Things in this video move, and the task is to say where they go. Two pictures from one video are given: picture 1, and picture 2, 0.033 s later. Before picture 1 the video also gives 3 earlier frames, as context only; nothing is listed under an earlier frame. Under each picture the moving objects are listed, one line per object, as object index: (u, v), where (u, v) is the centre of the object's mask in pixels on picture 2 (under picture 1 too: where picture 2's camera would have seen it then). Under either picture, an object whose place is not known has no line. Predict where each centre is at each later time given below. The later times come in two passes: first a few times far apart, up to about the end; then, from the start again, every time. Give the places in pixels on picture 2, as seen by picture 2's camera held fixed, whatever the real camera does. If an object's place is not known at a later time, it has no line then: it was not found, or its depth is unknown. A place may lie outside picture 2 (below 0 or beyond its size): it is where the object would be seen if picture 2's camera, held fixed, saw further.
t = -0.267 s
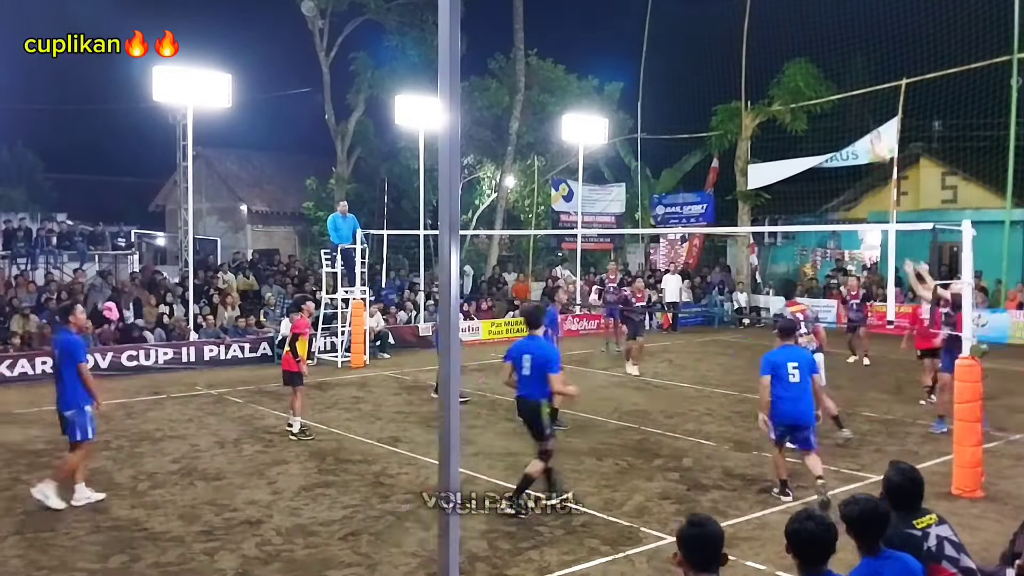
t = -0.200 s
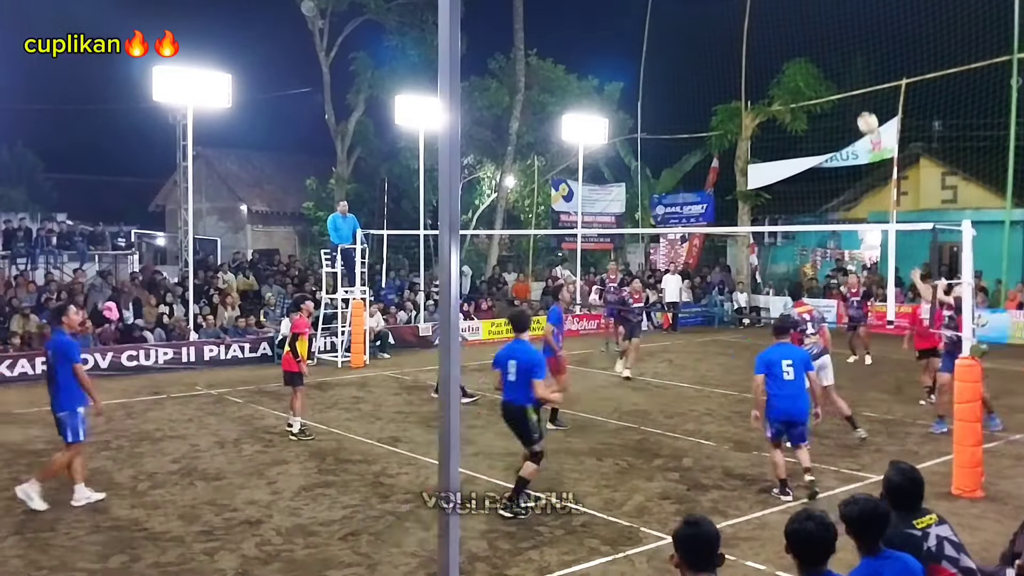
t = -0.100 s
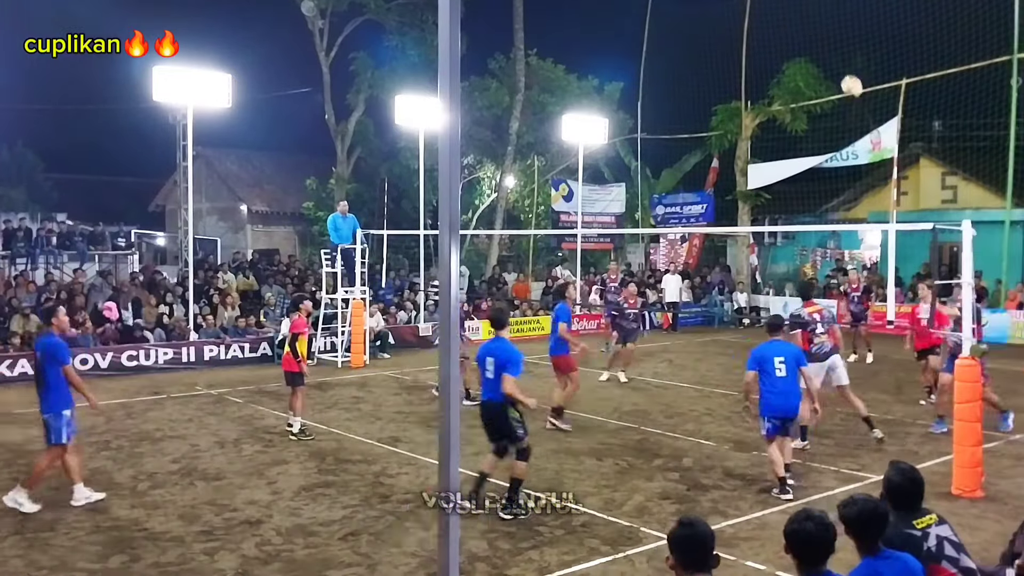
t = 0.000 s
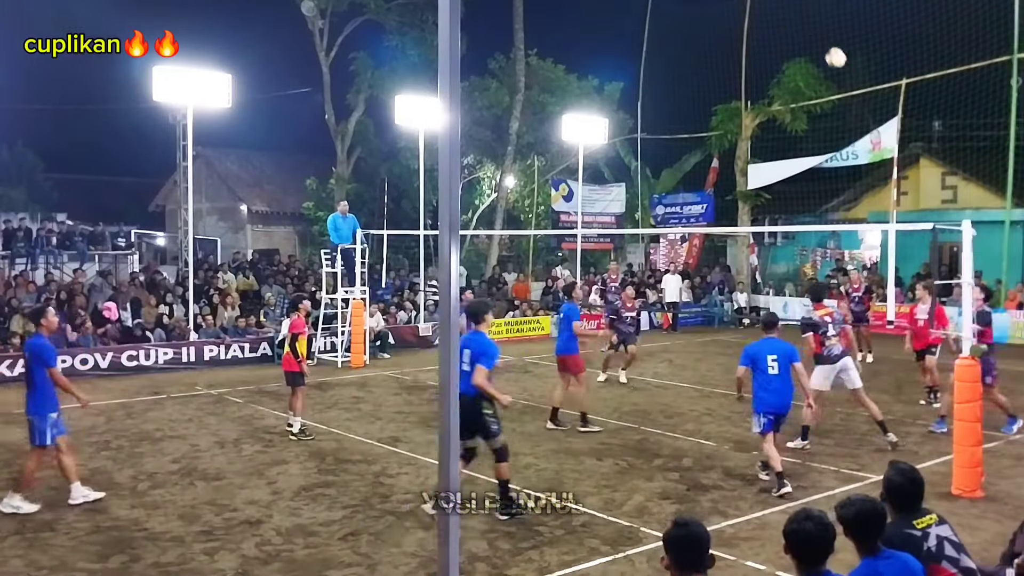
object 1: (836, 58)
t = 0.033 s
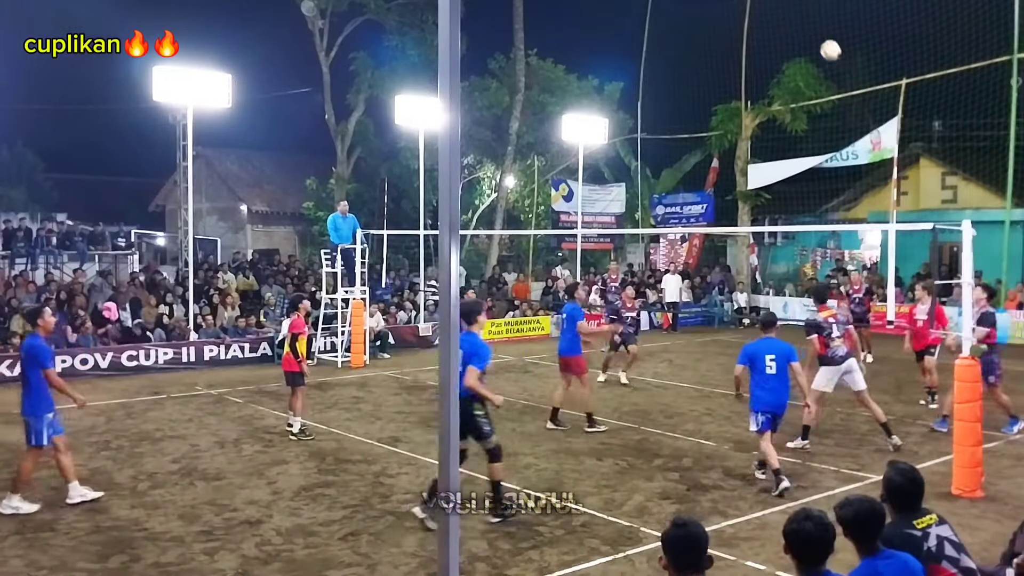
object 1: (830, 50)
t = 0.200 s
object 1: (805, 27)
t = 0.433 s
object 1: (769, 31)
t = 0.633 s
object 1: (740, 68)
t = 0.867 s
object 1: (706, 146)
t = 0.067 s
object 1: (825, 44)
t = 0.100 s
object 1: (820, 38)
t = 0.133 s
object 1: (815, 33)
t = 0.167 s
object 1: (810, 30)
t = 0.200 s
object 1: (805, 27)
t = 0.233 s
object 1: (800, 25)
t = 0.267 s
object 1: (795, 24)
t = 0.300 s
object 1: (790, 24)
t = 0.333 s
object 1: (784, 24)
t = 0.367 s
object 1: (779, 26)
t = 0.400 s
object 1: (774, 28)
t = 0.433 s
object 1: (769, 31)
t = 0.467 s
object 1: (764, 35)
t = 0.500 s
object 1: (760, 40)
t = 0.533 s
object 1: (755, 46)
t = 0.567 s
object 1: (750, 52)
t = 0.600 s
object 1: (745, 60)
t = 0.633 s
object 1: (740, 68)
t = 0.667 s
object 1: (735, 77)
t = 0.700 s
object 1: (730, 86)
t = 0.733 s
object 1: (726, 97)
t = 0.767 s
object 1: (721, 108)
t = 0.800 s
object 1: (716, 120)
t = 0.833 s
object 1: (711, 132)
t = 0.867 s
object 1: (706, 146)
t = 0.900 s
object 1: (702, 160)
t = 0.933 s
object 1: (697, 174)
